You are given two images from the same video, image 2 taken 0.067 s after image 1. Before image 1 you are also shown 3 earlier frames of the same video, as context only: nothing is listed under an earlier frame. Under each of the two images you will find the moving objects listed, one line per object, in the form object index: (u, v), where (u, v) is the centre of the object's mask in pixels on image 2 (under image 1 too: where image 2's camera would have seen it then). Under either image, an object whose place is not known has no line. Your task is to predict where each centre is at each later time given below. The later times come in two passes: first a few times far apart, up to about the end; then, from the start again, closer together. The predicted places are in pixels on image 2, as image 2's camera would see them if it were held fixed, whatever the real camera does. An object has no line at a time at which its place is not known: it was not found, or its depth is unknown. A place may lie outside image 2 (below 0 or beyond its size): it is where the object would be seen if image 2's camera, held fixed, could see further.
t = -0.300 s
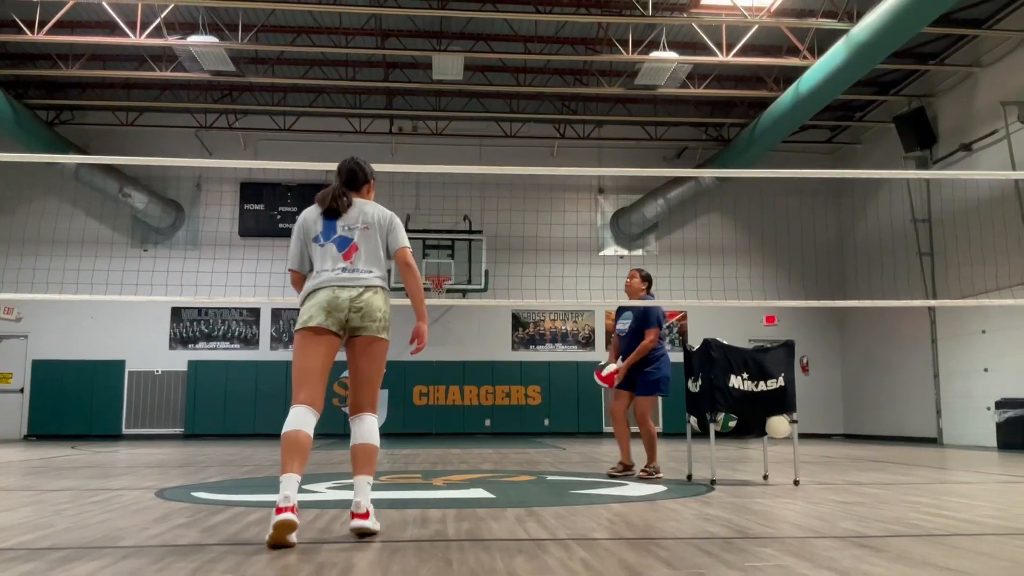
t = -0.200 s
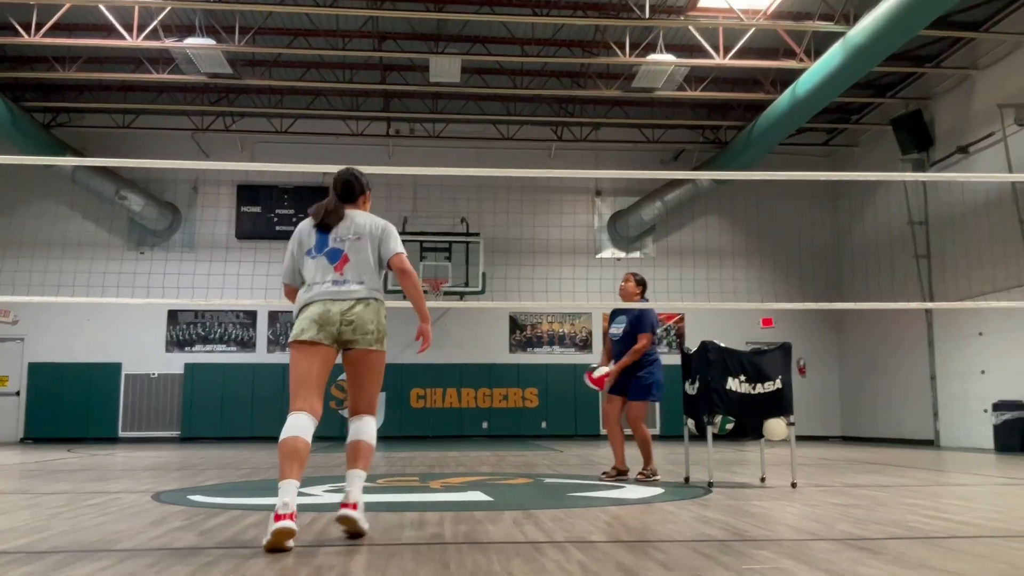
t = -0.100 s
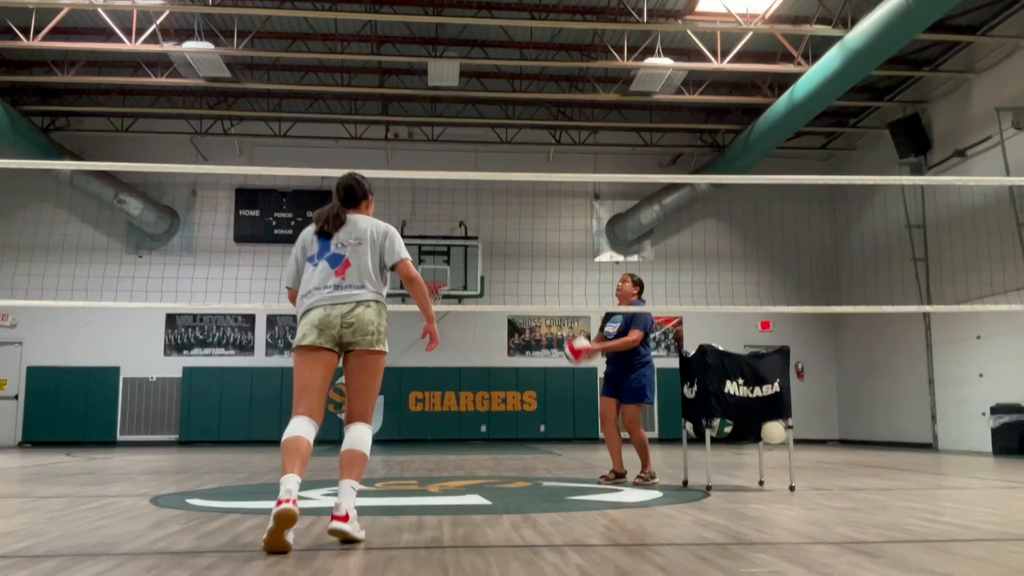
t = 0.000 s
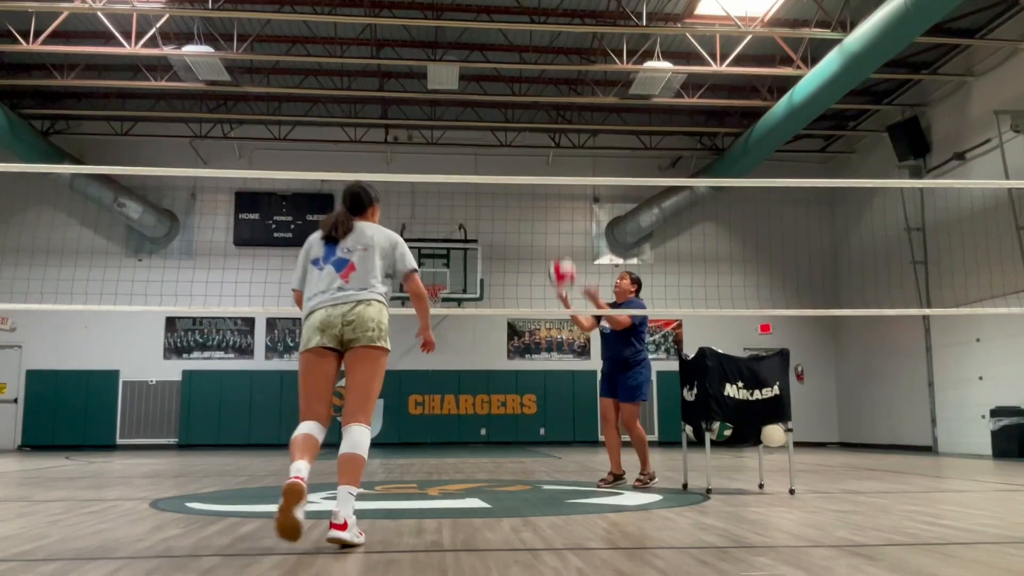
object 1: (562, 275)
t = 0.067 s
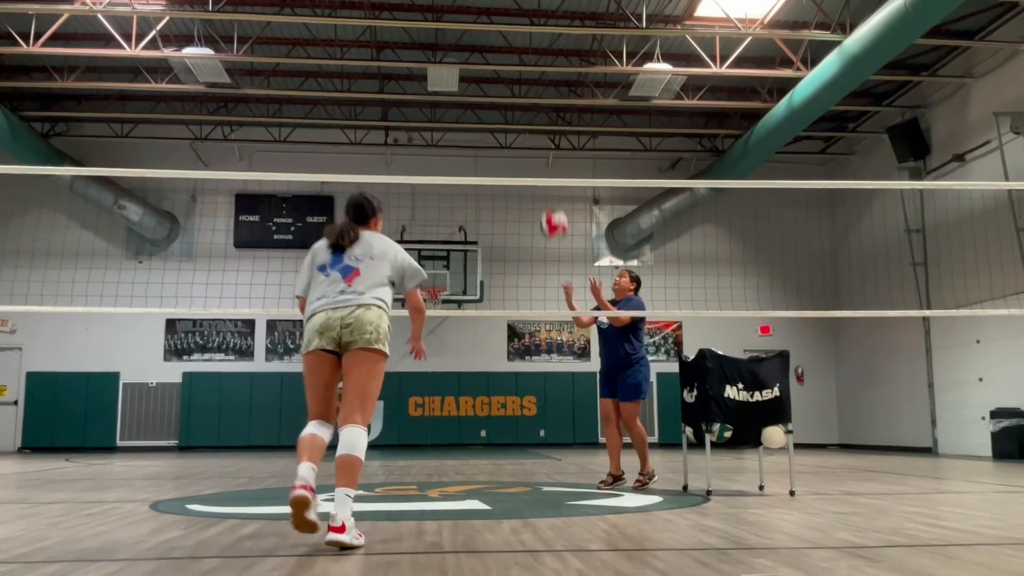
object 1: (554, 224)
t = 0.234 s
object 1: (535, 123)
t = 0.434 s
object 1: (511, 46)
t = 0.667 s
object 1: (482, 18)
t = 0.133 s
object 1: (546, 177)
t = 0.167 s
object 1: (542, 159)
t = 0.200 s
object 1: (539, 140)
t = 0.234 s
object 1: (535, 123)
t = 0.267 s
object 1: (531, 107)
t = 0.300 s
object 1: (527, 92)
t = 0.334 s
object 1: (523, 79)
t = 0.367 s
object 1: (519, 66)
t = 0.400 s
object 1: (515, 55)
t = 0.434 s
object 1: (511, 46)
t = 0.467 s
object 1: (508, 38)
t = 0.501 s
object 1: (504, 31)
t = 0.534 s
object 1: (499, 25)
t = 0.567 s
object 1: (495, 21)
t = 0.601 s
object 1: (490, 18)
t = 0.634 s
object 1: (486, 17)
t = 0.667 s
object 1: (482, 18)
